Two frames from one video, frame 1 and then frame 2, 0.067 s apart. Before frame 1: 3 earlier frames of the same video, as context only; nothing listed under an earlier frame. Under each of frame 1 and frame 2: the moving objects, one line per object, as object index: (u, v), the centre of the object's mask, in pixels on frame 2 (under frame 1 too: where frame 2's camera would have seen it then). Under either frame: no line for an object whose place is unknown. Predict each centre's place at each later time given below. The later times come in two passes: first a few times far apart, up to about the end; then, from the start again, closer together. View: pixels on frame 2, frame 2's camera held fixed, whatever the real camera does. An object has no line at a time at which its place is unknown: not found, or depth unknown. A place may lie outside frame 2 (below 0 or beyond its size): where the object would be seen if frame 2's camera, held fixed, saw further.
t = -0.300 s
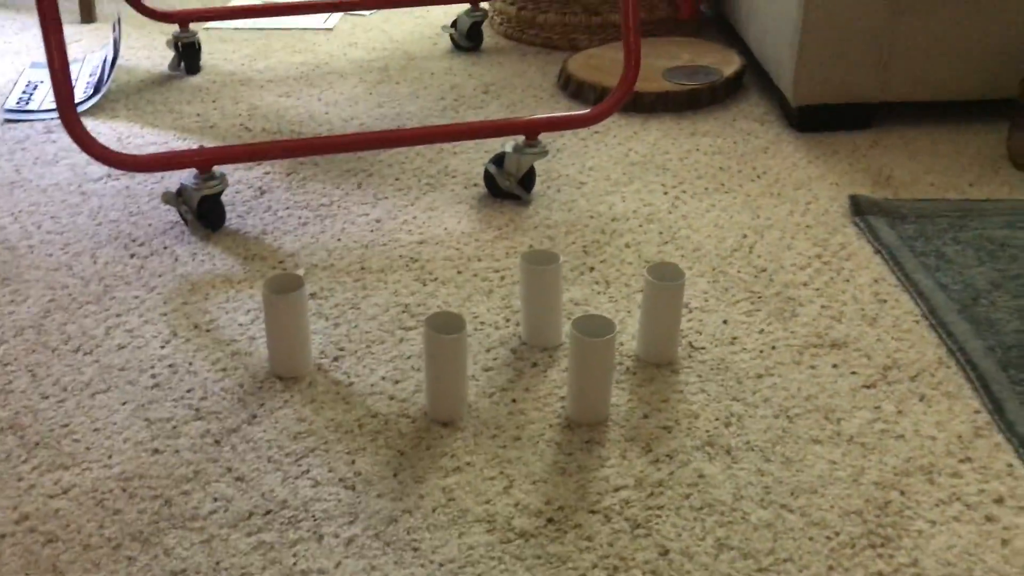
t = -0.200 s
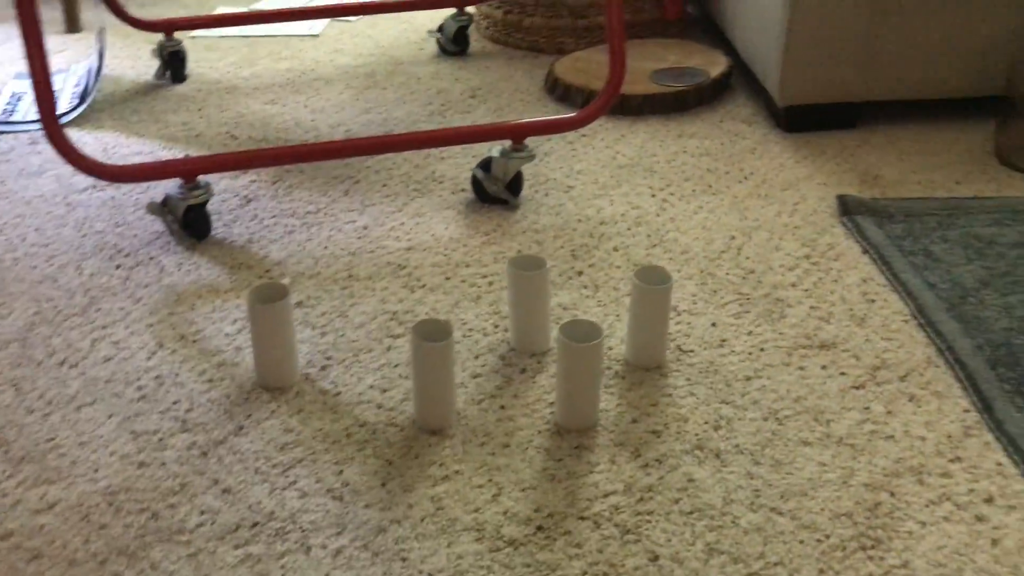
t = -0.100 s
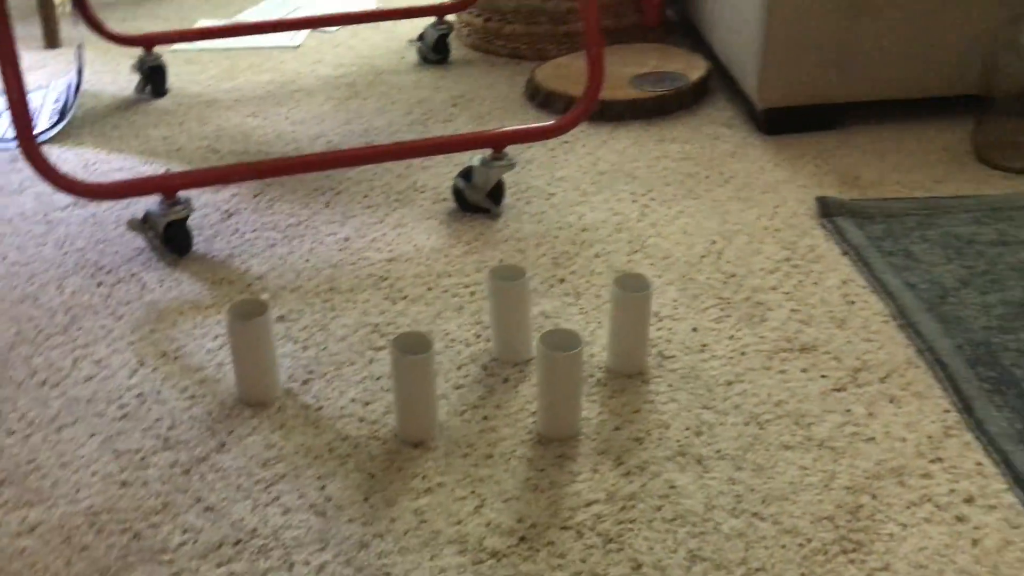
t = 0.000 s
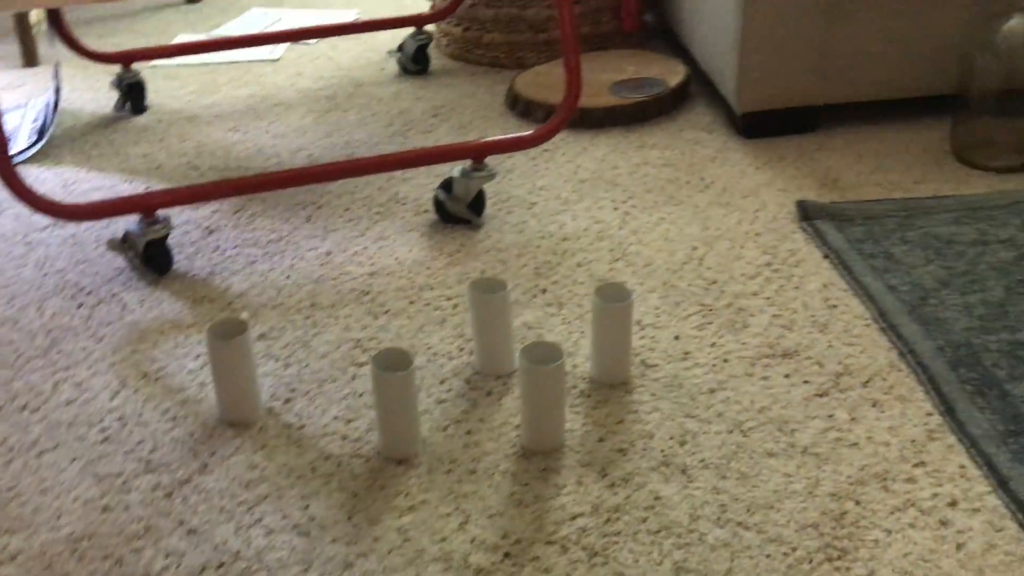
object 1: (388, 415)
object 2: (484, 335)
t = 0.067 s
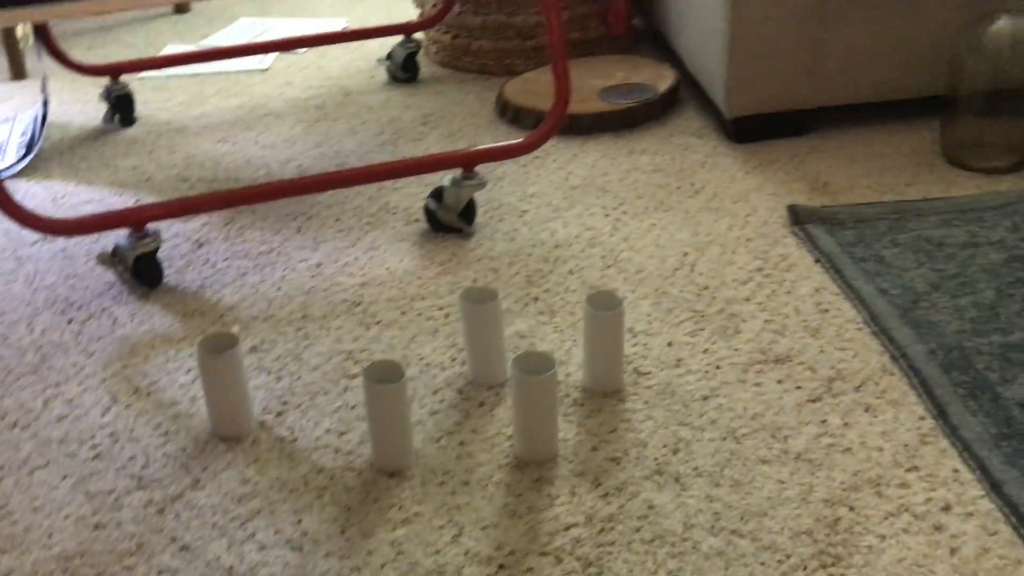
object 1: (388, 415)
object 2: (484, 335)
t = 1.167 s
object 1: (371, 396)
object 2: (494, 294)
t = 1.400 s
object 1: (381, 386)
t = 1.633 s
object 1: (381, 386)
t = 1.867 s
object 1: (378, 390)
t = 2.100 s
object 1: (377, 390)
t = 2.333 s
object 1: (378, 390)
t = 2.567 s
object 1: (378, 390)
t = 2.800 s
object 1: (378, 390)
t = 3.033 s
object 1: (378, 390)
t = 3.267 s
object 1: (378, 390)
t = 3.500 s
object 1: (378, 390)
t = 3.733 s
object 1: (378, 390)
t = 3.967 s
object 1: (378, 390)
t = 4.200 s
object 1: (378, 390)
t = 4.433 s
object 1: (378, 390)
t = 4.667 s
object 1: (378, 390)
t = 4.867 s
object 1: (378, 390)
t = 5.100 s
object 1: (378, 390)
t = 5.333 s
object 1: (378, 390)
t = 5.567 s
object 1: (378, 390)
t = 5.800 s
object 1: (378, 390)
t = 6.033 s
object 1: (378, 390)
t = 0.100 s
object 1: (388, 415)
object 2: (483, 335)
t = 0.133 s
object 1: (388, 414)
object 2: (484, 335)
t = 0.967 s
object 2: (506, 304)
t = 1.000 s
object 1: (364, 400)
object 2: (502, 302)
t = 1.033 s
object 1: (364, 399)
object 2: (499, 300)
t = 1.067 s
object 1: (366, 398)
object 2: (497, 298)
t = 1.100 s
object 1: (367, 398)
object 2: (496, 296)
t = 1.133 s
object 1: (369, 397)
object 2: (495, 295)
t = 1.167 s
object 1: (371, 396)
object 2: (494, 294)
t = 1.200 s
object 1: (373, 395)
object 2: (493, 294)
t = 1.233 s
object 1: (375, 393)
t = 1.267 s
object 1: (376, 391)
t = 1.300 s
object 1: (378, 390)
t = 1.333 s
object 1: (380, 388)
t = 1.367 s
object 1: (381, 387)
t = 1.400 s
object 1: (381, 386)
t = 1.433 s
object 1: (382, 386)
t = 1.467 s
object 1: (382, 385)
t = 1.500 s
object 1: (382, 385)
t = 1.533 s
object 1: (382, 385)
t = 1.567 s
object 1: (382, 385)
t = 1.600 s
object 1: (382, 386)
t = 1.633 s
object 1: (381, 386)
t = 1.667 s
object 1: (380, 387)
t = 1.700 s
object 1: (380, 387)
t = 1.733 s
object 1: (379, 388)
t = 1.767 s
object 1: (379, 388)
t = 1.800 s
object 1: (379, 389)
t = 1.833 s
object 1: (378, 389)
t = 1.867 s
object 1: (378, 390)
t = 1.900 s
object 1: (377, 390)
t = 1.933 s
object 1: (377, 390)
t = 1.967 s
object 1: (377, 390)
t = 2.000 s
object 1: (377, 390)
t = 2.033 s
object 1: (377, 390)
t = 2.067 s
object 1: (377, 390)
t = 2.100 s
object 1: (377, 390)
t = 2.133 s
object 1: (378, 390)
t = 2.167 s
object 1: (378, 390)
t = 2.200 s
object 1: (378, 390)
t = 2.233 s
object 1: (378, 390)
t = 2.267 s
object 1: (378, 390)
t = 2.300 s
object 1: (378, 390)
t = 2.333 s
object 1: (378, 390)
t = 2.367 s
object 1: (378, 390)
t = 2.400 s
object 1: (378, 390)
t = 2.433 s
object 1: (378, 390)
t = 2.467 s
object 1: (378, 390)
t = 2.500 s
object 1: (378, 390)
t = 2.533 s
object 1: (378, 390)
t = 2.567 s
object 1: (378, 390)
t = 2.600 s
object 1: (378, 390)
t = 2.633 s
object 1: (378, 390)
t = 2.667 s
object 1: (378, 390)
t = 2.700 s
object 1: (378, 390)
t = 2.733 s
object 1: (378, 390)
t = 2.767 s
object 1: (378, 390)
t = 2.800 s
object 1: (378, 390)
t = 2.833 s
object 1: (378, 390)
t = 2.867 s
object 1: (378, 390)
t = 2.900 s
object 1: (378, 390)
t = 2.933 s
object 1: (378, 390)
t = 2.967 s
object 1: (378, 390)
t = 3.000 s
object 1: (378, 390)
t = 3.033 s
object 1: (378, 390)
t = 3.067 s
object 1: (378, 390)
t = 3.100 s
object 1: (378, 390)
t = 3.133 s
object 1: (378, 390)
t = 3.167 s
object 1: (378, 390)
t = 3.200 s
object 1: (378, 390)
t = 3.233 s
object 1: (378, 390)
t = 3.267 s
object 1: (378, 390)
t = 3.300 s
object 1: (378, 390)
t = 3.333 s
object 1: (378, 390)
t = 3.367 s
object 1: (378, 390)
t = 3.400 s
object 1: (378, 390)
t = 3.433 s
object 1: (378, 390)
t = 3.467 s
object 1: (378, 390)
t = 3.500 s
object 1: (378, 390)
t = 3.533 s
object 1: (378, 390)
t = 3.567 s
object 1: (378, 390)
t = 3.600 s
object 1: (378, 390)
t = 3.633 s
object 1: (378, 390)
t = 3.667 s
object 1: (378, 390)
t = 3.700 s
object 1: (378, 390)
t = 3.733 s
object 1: (378, 390)
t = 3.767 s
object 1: (378, 390)
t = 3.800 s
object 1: (378, 390)
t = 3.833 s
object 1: (378, 390)
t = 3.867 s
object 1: (378, 390)
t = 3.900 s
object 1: (378, 390)
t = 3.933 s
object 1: (378, 390)
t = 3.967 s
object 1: (378, 390)
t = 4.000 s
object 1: (378, 390)
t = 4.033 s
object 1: (378, 390)
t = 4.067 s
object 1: (378, 390)
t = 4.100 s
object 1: (378, 390)
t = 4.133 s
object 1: (378, 390)
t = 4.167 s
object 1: (378, 390)
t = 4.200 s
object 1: (378, 390)
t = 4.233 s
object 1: (378, 390)
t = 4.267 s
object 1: (378, 390)
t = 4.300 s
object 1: (378, 390)
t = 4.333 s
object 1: (378, 390)
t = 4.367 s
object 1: (378, 390)
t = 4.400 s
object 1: (378, 390)
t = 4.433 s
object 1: (378, 390)
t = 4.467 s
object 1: (378, 390)
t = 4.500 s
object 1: (378, 390)
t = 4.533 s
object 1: (378, 390)
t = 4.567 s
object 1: (378, 390)
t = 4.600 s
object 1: (378, 390)
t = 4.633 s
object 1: (378, 390)
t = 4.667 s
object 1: (378, 390)
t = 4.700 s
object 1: (378, 390)
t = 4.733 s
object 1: (378, 390)
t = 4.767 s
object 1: (378, 390)
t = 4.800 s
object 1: (378, 390)
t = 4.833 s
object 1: (378, 390)
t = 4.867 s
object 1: (378, 390)
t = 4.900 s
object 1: (378, 390)
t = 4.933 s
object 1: (378, 390)
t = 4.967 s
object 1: (378, 390)
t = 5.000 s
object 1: (378, 390)
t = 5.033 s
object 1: (378, 390)
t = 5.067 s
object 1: (378, 390)
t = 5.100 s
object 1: (378, 390)
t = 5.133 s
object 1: (378, 390)
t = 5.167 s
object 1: (378, 390)
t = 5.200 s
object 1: (378, 390)
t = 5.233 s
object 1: (378, 390)
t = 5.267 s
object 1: (378, 390)
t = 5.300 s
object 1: (378, 390)
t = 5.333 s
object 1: (378, 390)
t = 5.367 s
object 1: (378, 390)
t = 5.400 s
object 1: (378, 390)
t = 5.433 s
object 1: (378, 390)
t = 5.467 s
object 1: (378, 390)
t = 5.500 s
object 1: (378, 390)
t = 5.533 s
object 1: (378, 390)
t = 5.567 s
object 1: (378, 390)
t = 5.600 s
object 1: (378, 390)
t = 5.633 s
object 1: (378, 390)
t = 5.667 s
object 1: (378, 390)
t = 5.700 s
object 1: (378, 390)
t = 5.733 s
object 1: (378, 390)
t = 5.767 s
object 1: (378, 390)
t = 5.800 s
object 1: (378, 390)
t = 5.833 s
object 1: (378, 390)
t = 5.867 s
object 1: (378, 390)
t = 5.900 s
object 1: (378, 390)
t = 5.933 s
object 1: (378, 390)
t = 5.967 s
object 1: (378, 390)
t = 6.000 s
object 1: (378, 390)
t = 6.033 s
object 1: (378, 390)
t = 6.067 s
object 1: (378, 390)
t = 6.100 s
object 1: (378, 390)
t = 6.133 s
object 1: (378, 390)
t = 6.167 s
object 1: (378, 390)
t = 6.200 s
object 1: (378, 390)
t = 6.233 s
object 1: (378, 390)
